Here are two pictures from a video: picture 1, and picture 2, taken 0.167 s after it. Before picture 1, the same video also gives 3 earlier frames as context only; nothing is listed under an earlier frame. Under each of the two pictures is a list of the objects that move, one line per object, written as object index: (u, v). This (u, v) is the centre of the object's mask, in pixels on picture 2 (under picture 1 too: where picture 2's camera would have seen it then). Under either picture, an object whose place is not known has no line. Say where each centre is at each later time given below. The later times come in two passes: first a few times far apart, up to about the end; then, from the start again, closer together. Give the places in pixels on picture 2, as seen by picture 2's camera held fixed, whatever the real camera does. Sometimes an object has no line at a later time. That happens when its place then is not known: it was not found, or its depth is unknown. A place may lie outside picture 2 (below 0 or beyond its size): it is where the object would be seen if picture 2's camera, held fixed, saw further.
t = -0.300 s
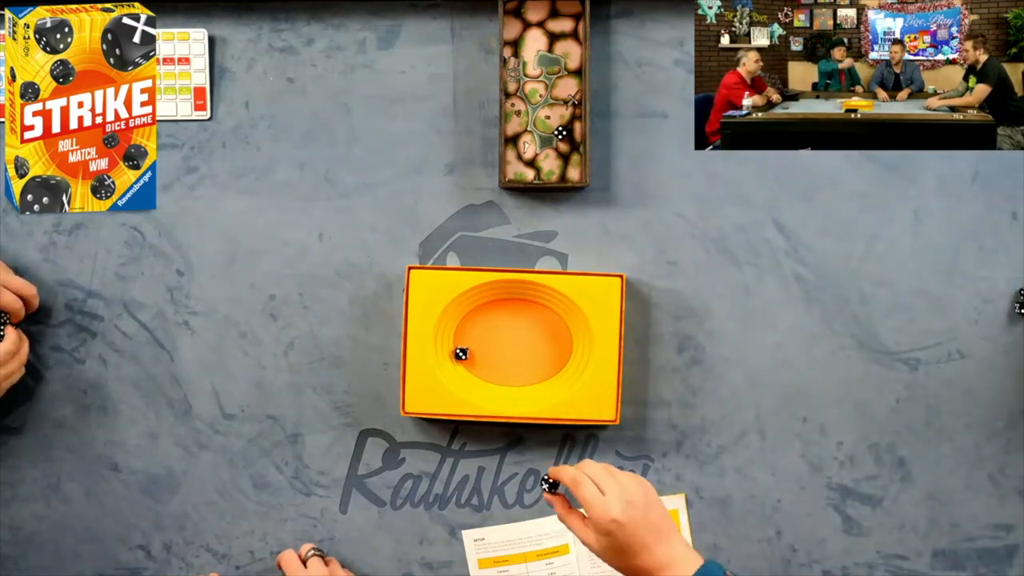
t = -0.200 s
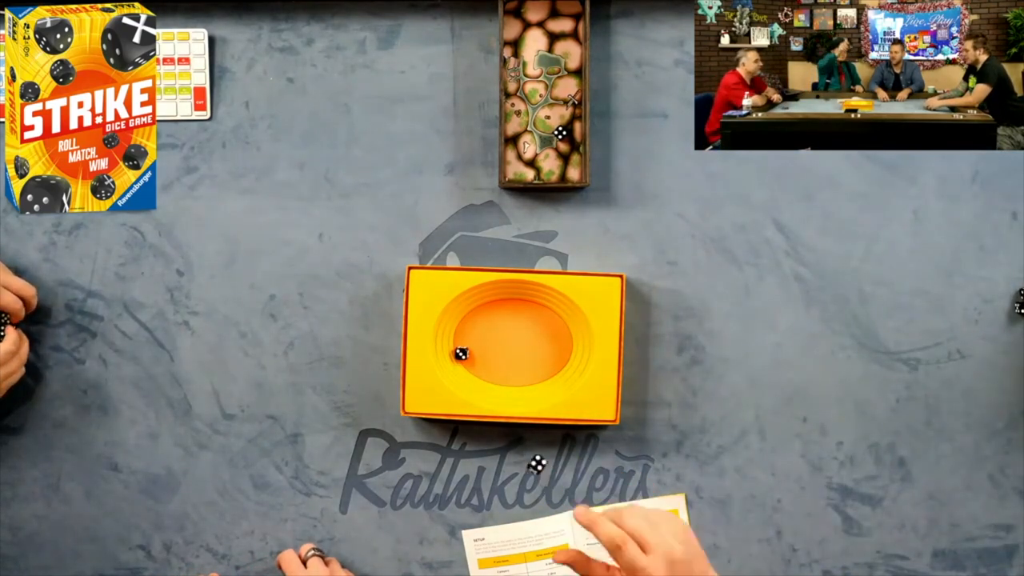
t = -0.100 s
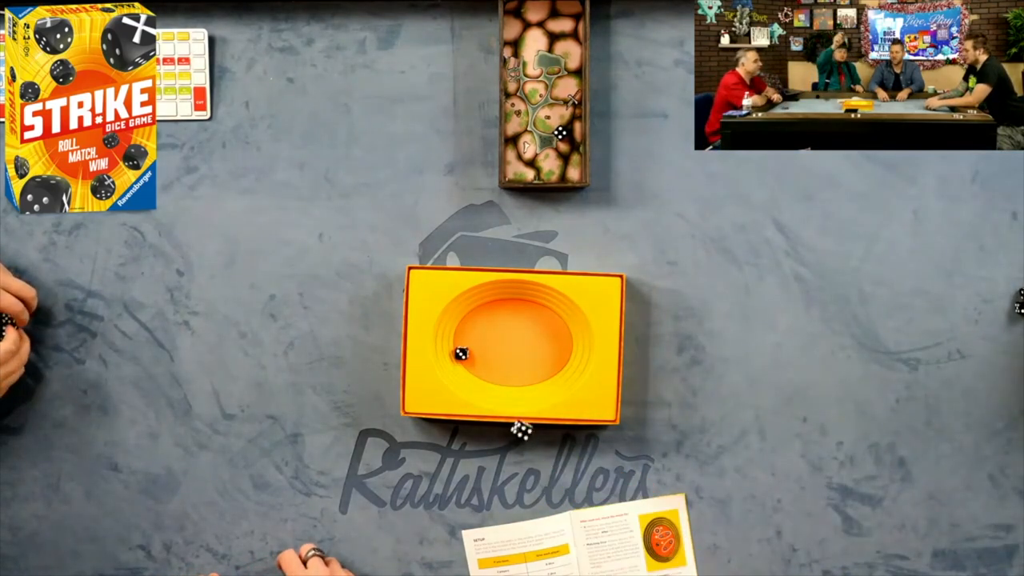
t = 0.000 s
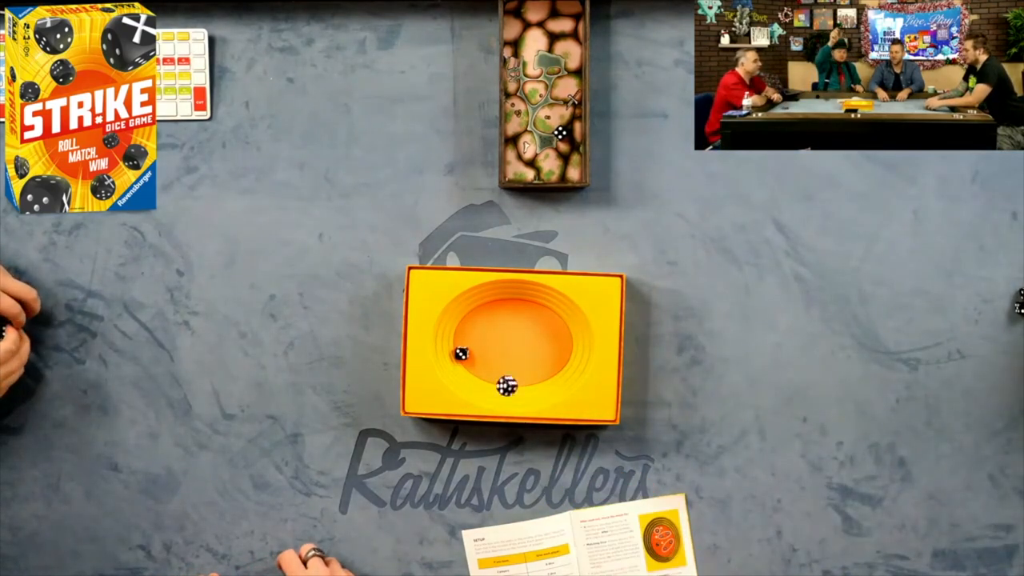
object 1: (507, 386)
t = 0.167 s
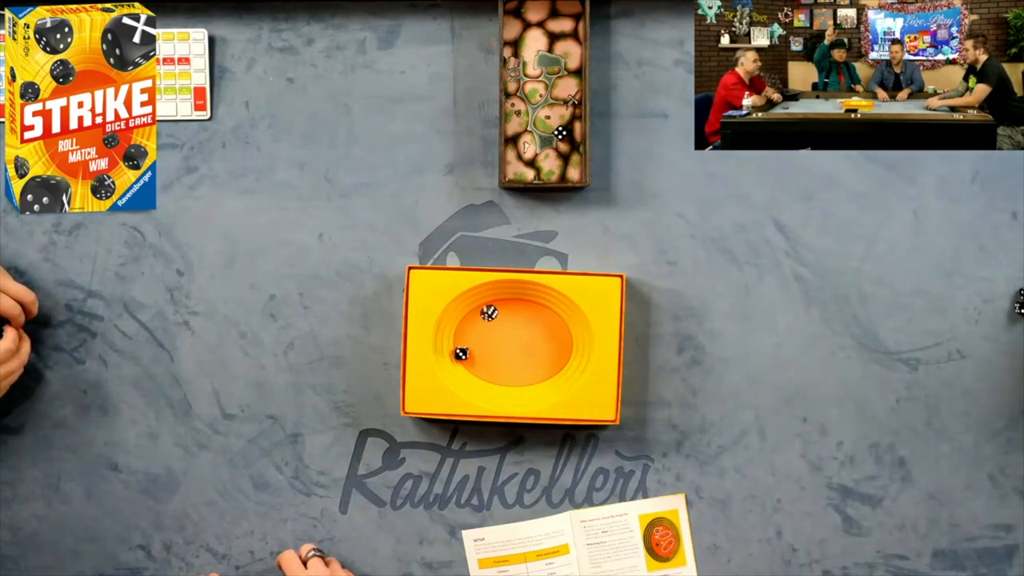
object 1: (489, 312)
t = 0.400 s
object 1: (616, 391)
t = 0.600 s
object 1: (737, 421)
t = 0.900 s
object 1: (928, 447)
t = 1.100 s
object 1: (1014, 439)
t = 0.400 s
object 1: (616, 391)
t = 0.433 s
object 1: (634, 391)
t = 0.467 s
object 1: (650, 390)
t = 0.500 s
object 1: (665, 389)
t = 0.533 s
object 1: (689, 398)
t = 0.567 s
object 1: (713, 409)
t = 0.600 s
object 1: (737, 421)
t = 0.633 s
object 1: (759, 431)
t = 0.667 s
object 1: (779, 440)
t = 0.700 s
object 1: (803, 442)
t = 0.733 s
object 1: (825, 443)
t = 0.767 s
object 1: (845, 444)
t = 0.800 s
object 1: (863, 443)
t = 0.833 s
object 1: (885, 444)
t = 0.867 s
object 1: (907, 445)
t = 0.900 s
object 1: (928, 447)
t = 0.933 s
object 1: (949, 448)
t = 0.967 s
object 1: (967, 449)
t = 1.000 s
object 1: (983, 448)
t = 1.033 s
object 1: (996, 446)
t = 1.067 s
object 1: (1006, 443)
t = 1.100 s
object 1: (1014, 439)
